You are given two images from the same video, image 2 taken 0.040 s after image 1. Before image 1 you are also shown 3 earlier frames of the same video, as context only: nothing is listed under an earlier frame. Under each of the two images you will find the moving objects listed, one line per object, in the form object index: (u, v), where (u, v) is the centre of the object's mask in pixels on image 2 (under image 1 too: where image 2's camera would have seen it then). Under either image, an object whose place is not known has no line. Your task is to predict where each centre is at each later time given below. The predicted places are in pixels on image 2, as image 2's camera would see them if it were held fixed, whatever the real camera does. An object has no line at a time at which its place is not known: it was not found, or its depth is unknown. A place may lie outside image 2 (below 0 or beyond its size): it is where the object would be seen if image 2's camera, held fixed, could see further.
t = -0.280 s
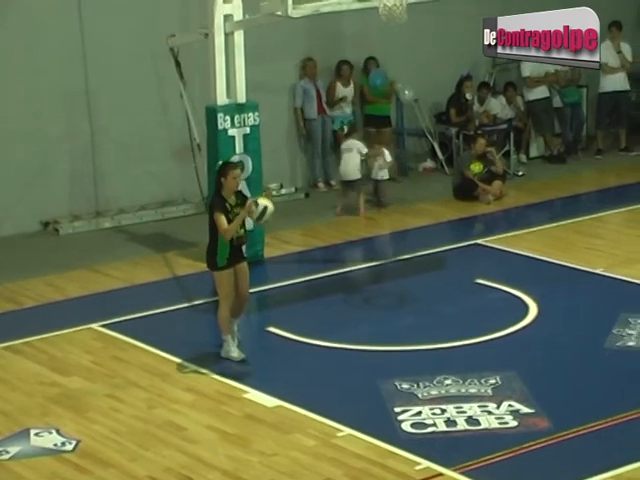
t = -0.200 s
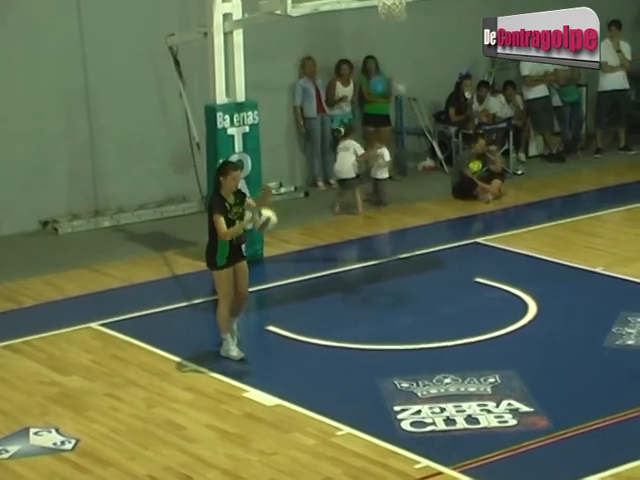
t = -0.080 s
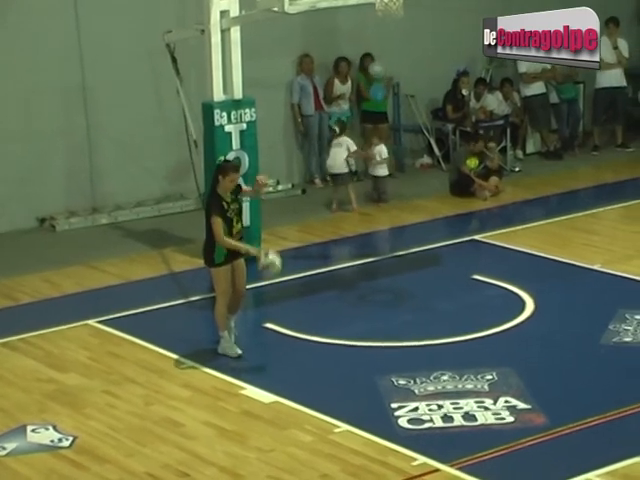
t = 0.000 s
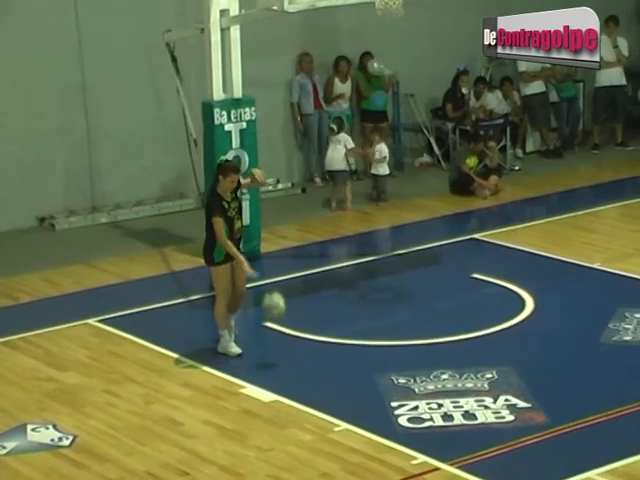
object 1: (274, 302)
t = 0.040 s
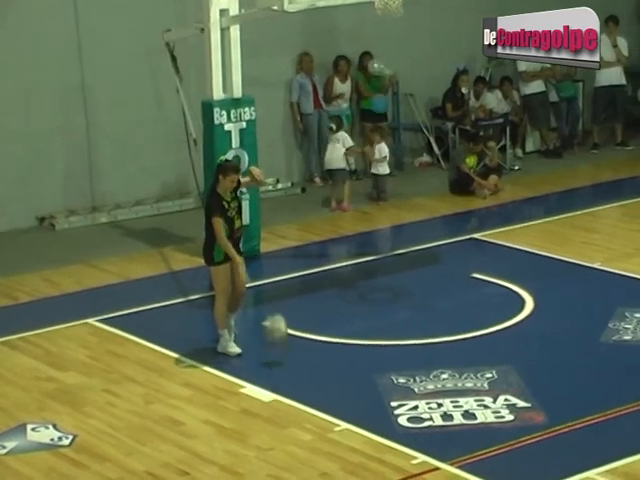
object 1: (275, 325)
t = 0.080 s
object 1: (277, 348)
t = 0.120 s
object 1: (277, 326)
